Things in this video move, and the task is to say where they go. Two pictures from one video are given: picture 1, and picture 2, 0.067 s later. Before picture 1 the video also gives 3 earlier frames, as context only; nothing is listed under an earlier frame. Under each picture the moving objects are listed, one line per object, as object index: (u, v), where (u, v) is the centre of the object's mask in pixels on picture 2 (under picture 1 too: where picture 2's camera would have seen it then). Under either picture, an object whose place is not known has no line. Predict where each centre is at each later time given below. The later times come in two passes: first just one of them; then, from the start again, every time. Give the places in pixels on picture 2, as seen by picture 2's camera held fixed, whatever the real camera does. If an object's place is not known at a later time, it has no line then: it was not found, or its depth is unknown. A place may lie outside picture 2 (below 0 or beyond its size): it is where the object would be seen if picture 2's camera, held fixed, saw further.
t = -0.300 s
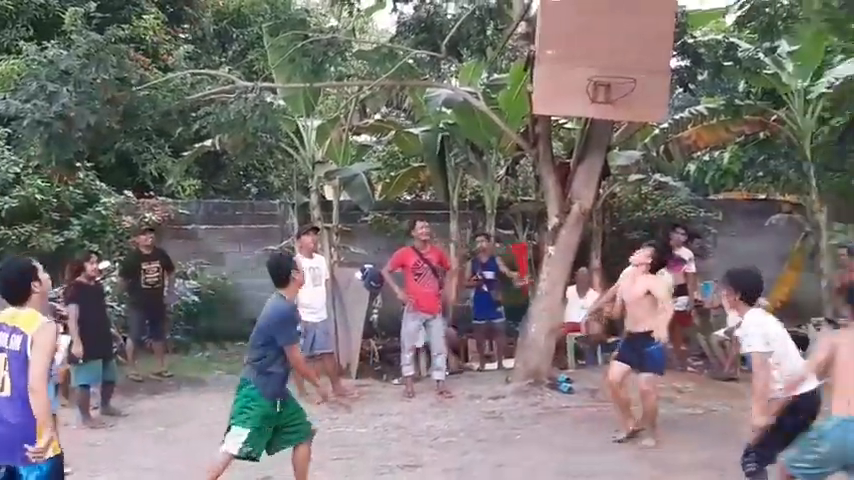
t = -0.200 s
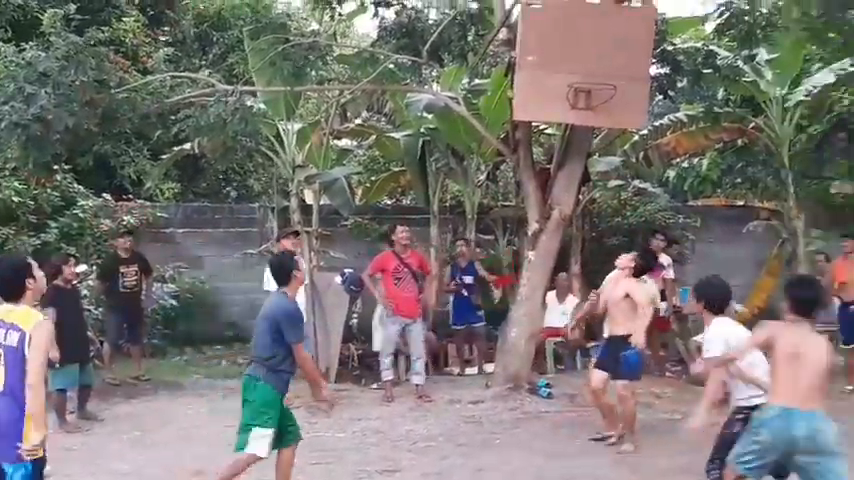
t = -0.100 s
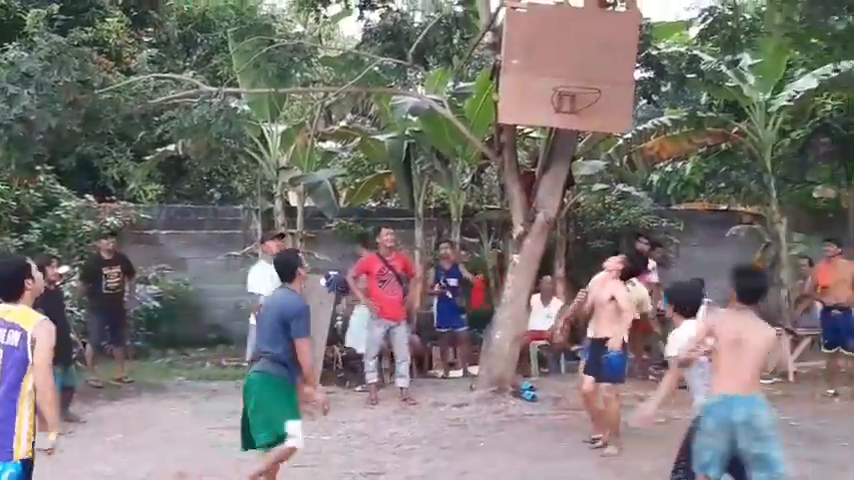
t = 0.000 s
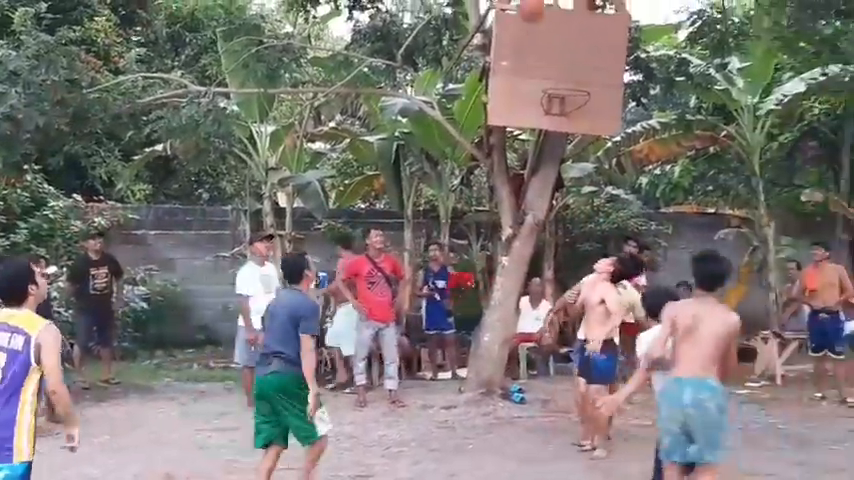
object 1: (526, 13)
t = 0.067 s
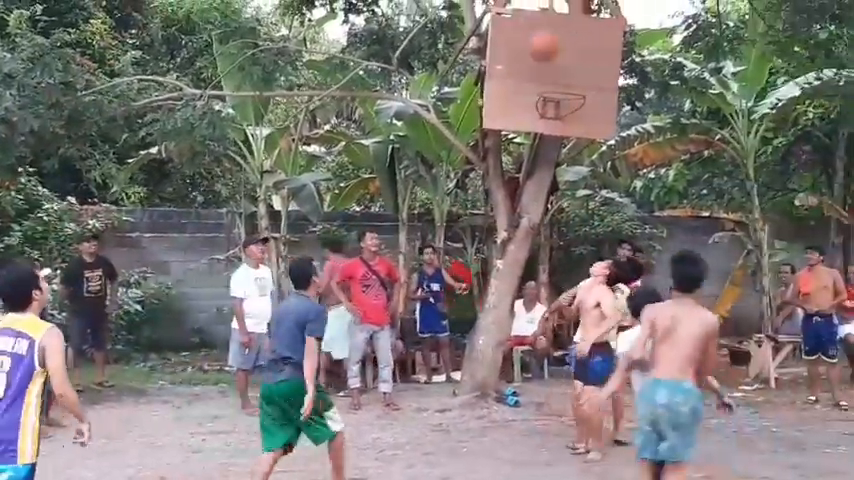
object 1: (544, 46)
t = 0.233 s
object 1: (547, 125)
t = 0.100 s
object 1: (551, 66)
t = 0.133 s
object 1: (559, 86)
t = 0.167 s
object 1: (564, 106)
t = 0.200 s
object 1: (556, 115)
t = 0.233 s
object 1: (547, 125)
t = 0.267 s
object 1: (537, 139)
